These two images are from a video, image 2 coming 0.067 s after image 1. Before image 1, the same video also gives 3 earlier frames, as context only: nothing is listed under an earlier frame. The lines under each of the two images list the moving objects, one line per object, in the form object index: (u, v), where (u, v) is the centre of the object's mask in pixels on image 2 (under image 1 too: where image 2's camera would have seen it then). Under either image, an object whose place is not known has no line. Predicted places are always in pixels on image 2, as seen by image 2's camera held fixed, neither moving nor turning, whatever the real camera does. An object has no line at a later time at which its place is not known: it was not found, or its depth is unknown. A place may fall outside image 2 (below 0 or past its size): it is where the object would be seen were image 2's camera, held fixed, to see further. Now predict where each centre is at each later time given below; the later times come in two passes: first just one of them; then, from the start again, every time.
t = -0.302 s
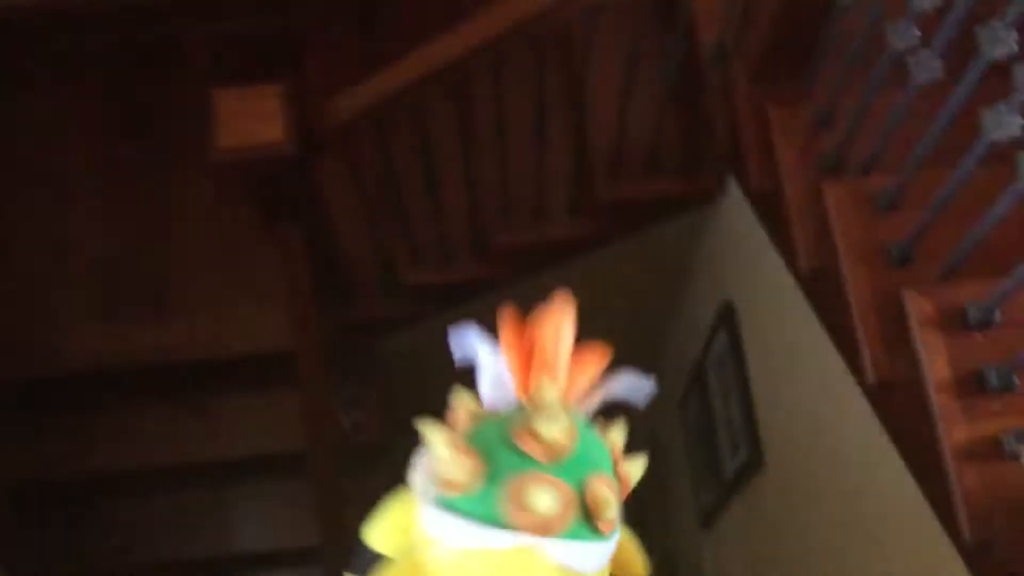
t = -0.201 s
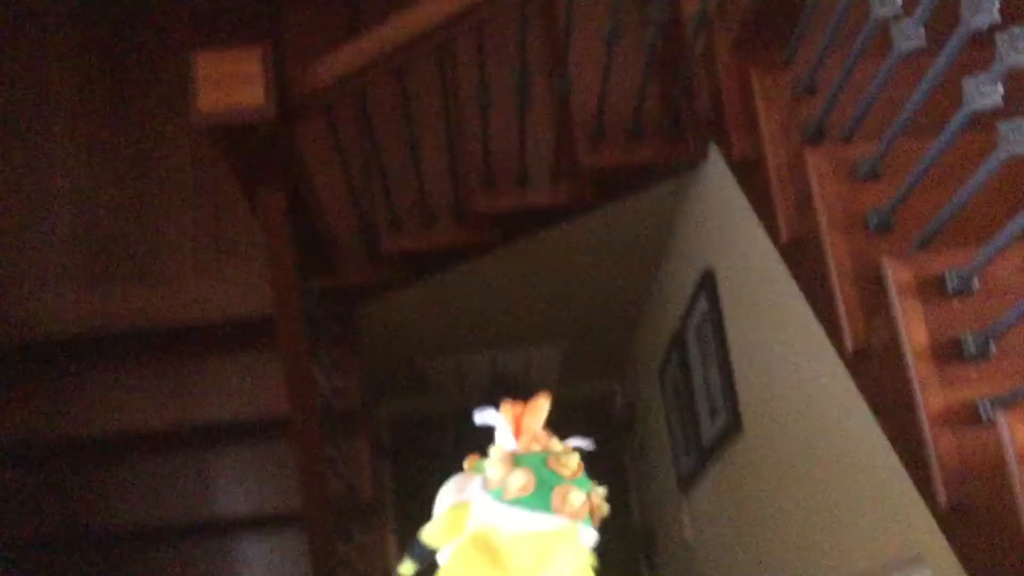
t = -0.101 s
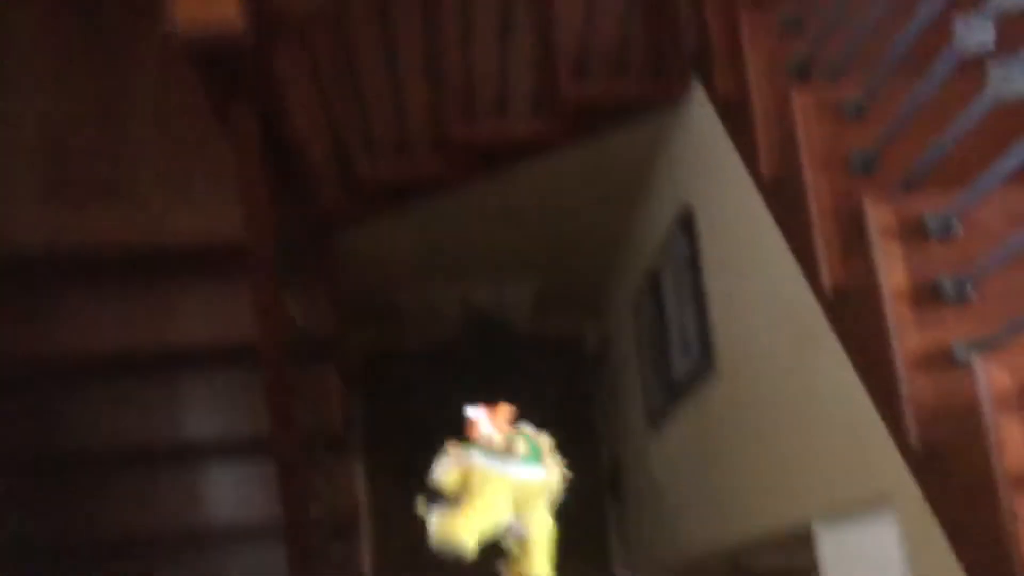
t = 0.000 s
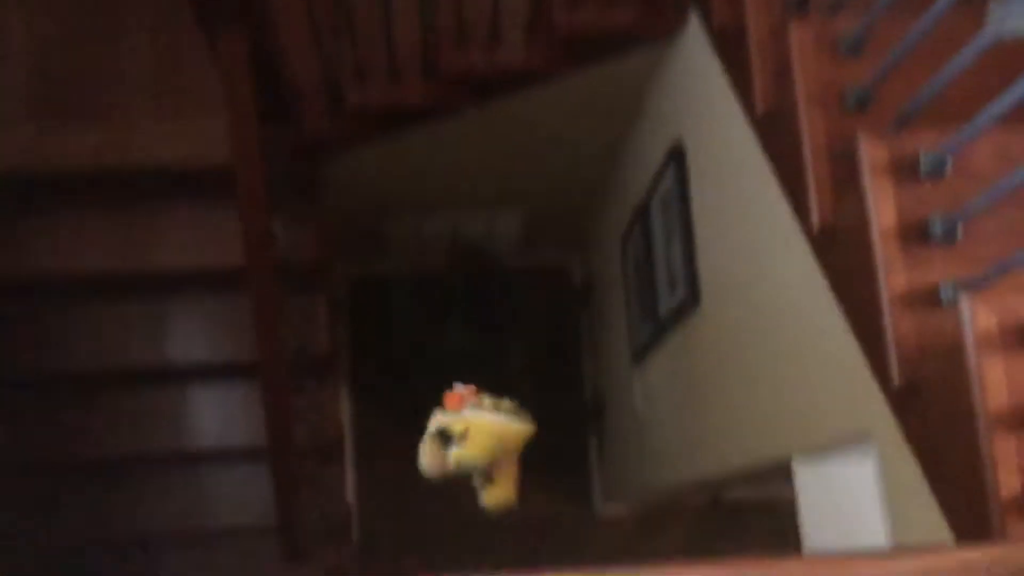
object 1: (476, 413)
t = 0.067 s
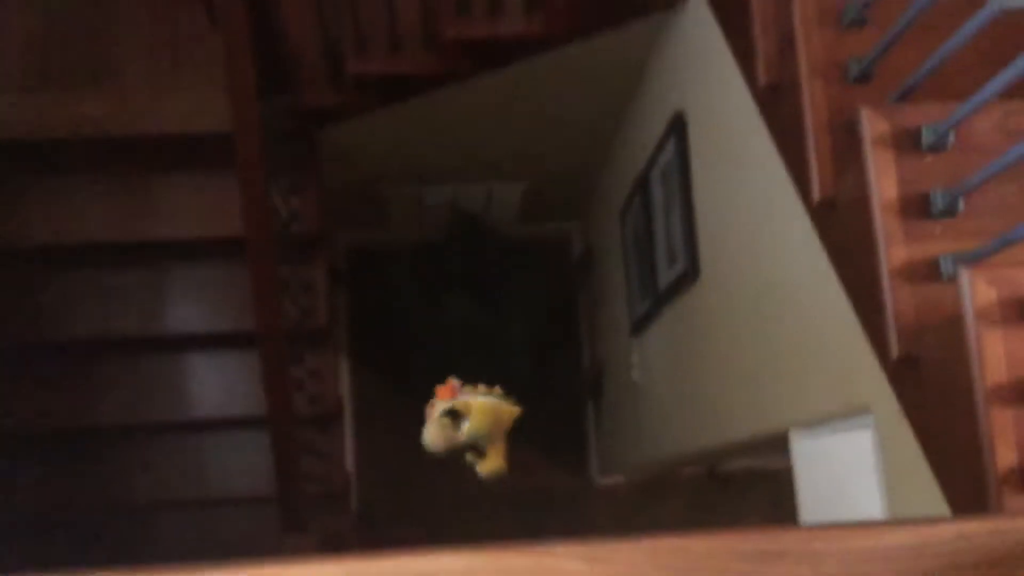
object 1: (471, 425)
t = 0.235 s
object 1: (459, 439)
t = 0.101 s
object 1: (469, 429)
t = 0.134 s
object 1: (466, 432)
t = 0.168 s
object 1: (464, 435)
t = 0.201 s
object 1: (461, 438)
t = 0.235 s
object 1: (459, 439)
